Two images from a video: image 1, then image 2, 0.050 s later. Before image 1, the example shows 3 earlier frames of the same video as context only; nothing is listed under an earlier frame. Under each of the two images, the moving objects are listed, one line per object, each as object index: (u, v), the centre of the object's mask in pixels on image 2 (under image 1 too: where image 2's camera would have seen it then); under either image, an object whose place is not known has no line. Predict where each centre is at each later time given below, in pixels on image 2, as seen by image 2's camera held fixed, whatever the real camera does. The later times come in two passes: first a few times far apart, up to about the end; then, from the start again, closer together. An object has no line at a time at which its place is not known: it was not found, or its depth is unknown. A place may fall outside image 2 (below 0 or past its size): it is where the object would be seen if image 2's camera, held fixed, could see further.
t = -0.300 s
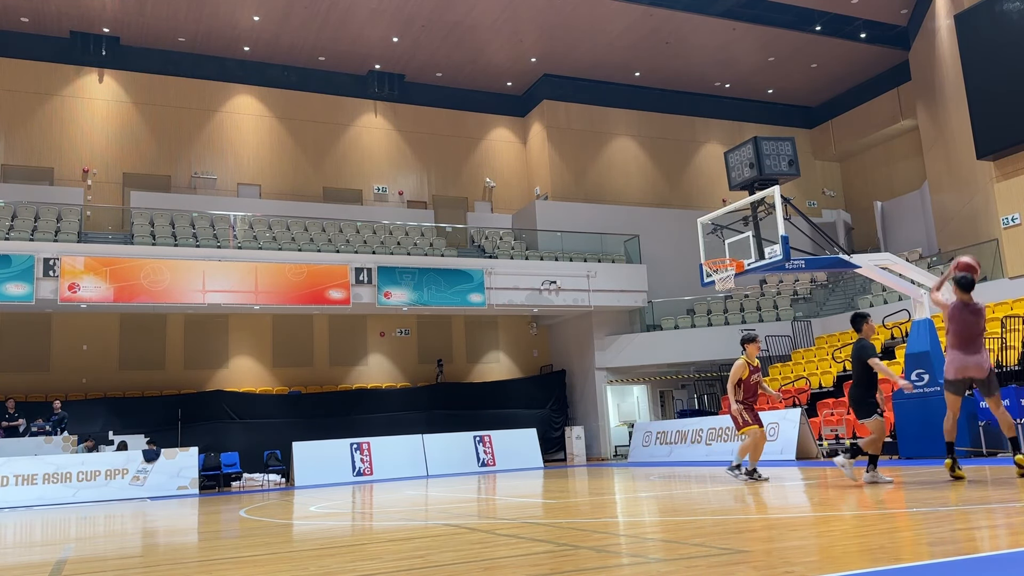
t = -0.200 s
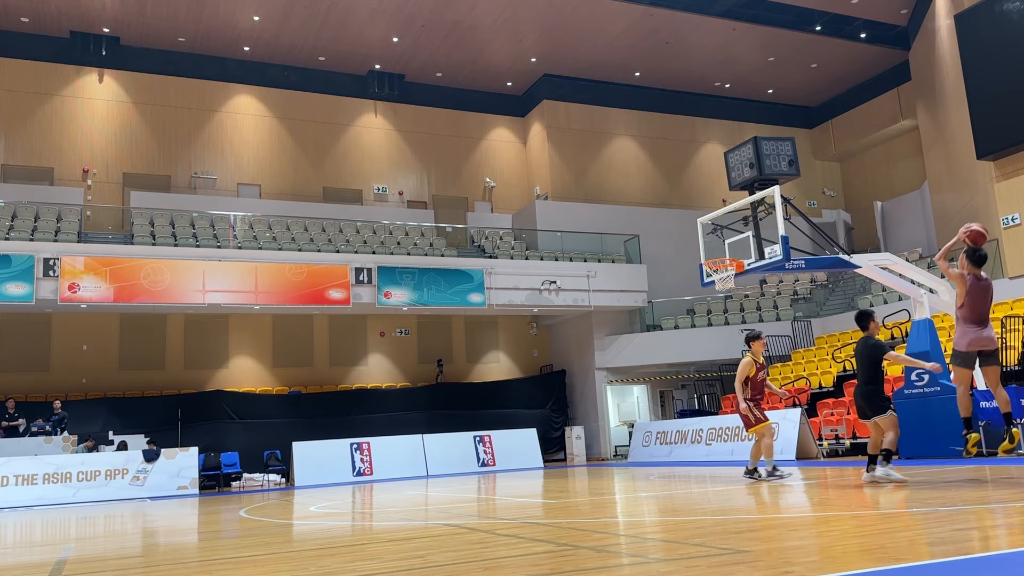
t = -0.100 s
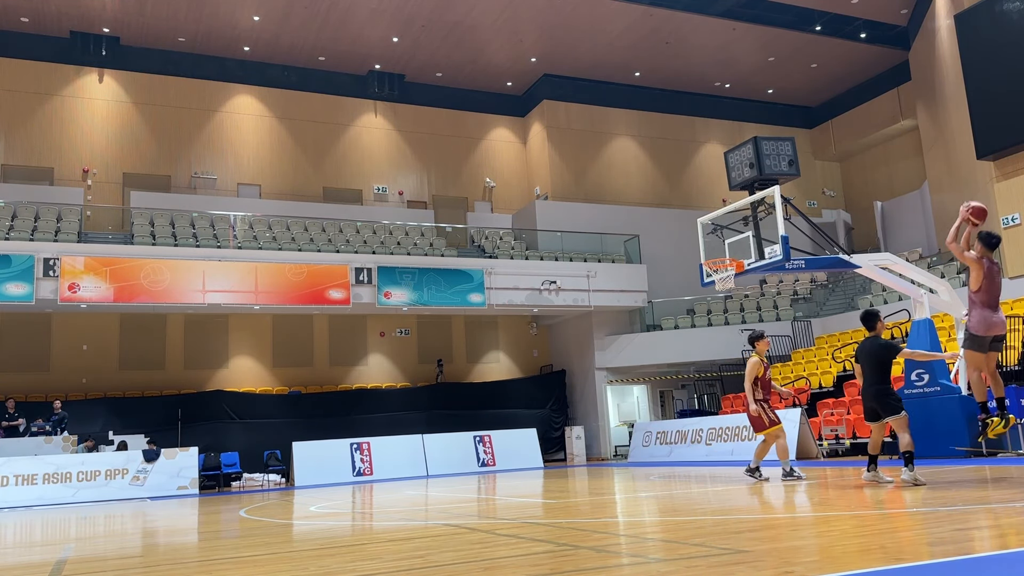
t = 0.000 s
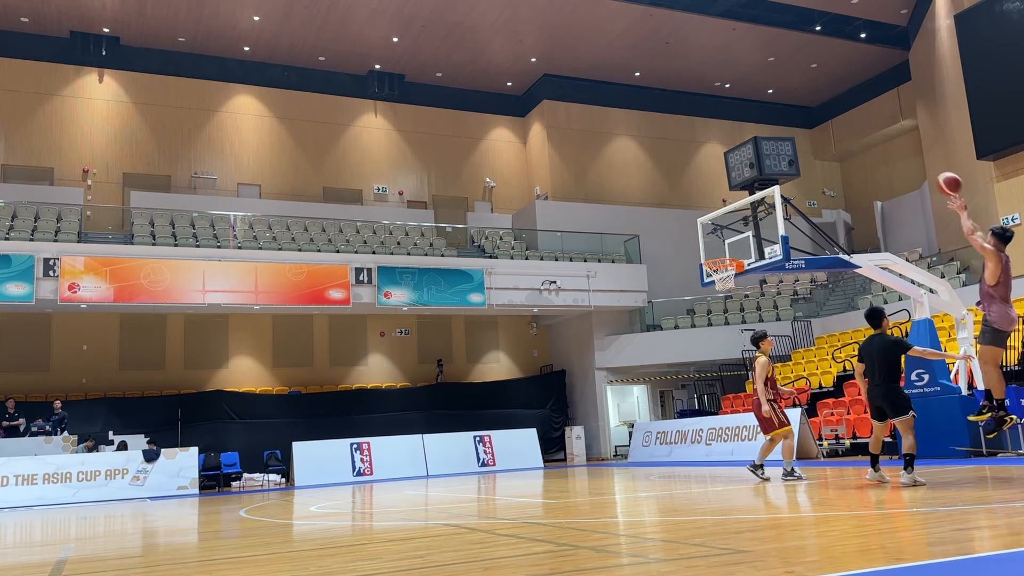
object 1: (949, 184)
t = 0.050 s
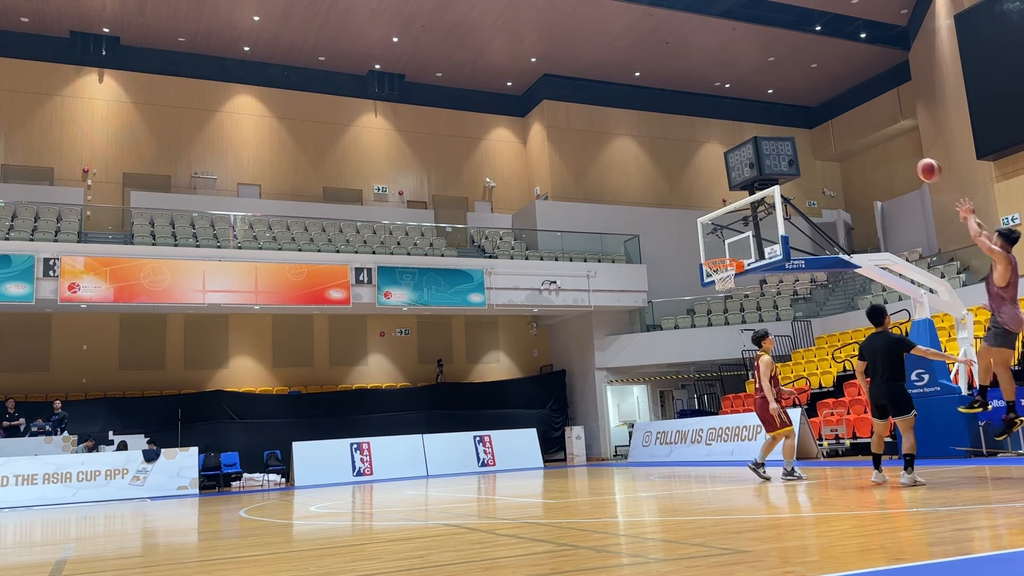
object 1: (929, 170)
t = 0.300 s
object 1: (843, 139)
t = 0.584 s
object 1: (774, 163)
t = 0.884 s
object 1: (721, 238)
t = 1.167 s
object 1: (730, 280)
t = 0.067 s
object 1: (922, 166)
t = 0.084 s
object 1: (915, 162)
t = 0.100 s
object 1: (909, 159)
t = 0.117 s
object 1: (903, 155)
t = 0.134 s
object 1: (897, 153)
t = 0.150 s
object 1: (891, 150)
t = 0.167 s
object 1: (885, 148)
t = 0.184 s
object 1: (880, 146)
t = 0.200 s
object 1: (874, 144)
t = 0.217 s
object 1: (869, 143)
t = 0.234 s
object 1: (863, 141)
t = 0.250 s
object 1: (858, 140)
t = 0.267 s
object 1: (853, 139)
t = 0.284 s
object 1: (848, 139)
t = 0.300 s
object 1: (843, 139)
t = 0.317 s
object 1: (839, 139)
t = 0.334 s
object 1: (834, 139)
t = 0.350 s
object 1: (830, 139)
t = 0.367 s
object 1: (825, 140)
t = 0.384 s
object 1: (821, 140)
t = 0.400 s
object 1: (816, 141)
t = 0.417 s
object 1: (812, 142)
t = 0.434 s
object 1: (808, 144)
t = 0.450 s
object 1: (805, 145)
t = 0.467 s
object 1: (800, 147)
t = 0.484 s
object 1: (797, 148)
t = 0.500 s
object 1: (793, 151)
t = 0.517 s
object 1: (789, 153)
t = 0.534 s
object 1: (785, 155)
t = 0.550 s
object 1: (782, 158)
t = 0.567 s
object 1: (778, 160)
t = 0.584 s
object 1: (774, 163)
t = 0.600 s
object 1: (771, 166)
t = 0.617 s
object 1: (768, 169)
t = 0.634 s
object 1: (764, 172)
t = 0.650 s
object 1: (761, 176)
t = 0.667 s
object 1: (758, 179)
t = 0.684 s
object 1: (755, 183)
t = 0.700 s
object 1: (752, 187)
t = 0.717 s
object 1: (749, 190)
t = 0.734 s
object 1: (745, 195)
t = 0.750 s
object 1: (743, 199)
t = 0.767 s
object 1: (740, 203)
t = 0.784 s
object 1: (737, 208)
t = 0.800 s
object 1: (734, 213)
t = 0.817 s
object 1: (732, 217)
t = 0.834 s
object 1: (729, 222)
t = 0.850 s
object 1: (726, 228)
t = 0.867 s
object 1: (724, 233)
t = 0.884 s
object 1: (721, 238)
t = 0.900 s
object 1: (718, 244)
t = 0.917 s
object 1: (716, 249)
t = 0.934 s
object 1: (713, 253)
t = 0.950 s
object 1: (711, 256)
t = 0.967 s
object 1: (713, 264)
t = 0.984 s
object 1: (716, 267)
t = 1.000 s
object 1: (719, 268)
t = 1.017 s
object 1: (724, 270)
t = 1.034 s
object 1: (726, 274)
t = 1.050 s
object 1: (729, 278)
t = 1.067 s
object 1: (731, 278)
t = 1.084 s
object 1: (731, 280)
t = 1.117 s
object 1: (731, 281)
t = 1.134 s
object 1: (731, 280)
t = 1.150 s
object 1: (731, 281)
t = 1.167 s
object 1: (730, 280)
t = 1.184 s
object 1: (730, 281)
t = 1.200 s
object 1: (730, 282)
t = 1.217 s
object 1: (730, 283)
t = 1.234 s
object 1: (730, 283)
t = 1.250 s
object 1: (730, 284)
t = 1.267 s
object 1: (729, 286)
